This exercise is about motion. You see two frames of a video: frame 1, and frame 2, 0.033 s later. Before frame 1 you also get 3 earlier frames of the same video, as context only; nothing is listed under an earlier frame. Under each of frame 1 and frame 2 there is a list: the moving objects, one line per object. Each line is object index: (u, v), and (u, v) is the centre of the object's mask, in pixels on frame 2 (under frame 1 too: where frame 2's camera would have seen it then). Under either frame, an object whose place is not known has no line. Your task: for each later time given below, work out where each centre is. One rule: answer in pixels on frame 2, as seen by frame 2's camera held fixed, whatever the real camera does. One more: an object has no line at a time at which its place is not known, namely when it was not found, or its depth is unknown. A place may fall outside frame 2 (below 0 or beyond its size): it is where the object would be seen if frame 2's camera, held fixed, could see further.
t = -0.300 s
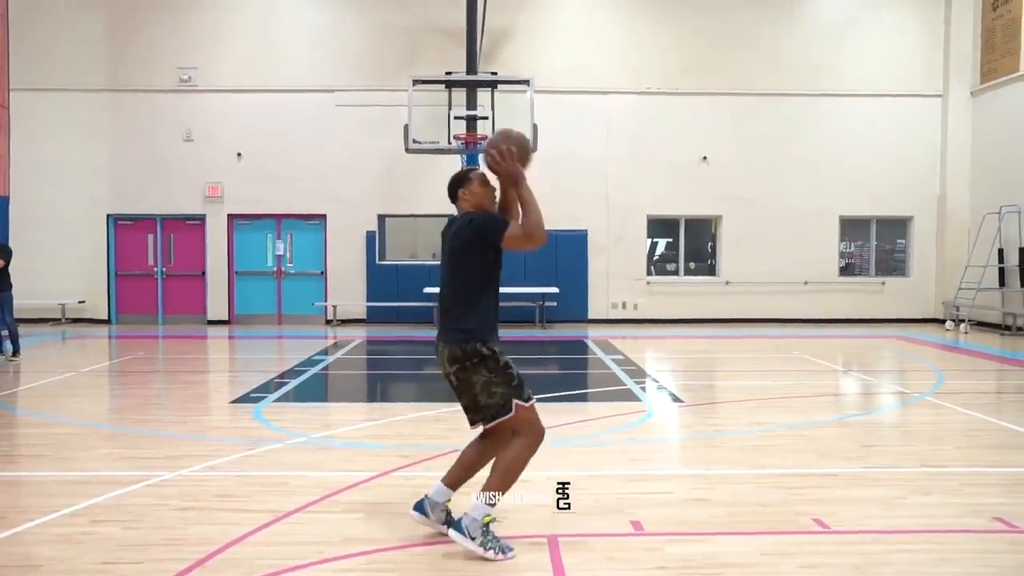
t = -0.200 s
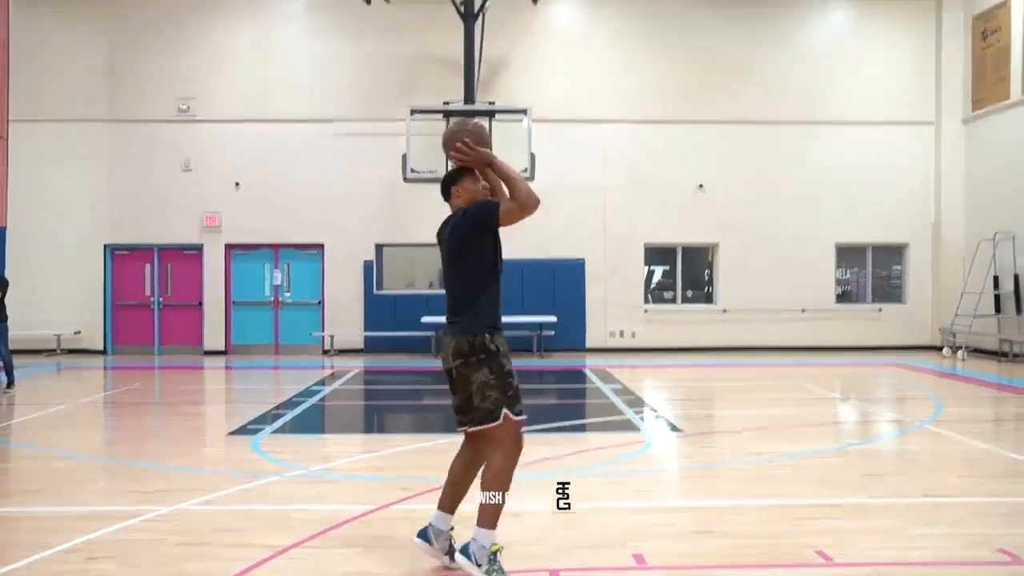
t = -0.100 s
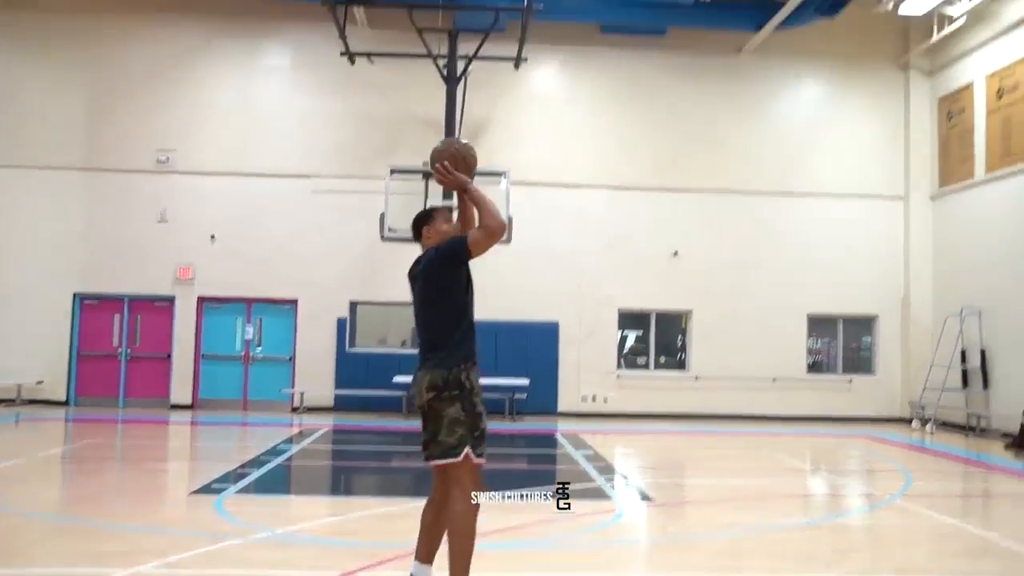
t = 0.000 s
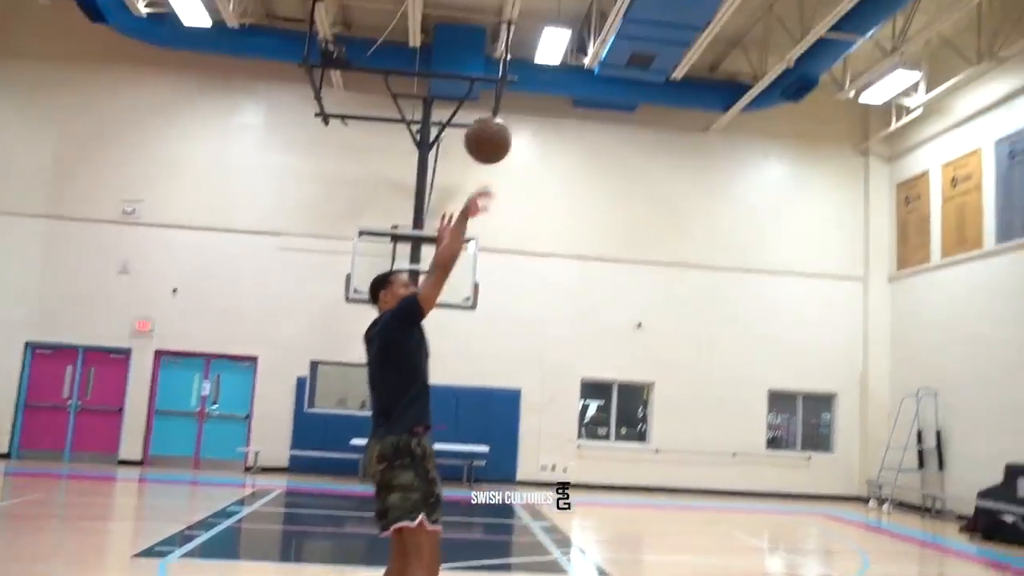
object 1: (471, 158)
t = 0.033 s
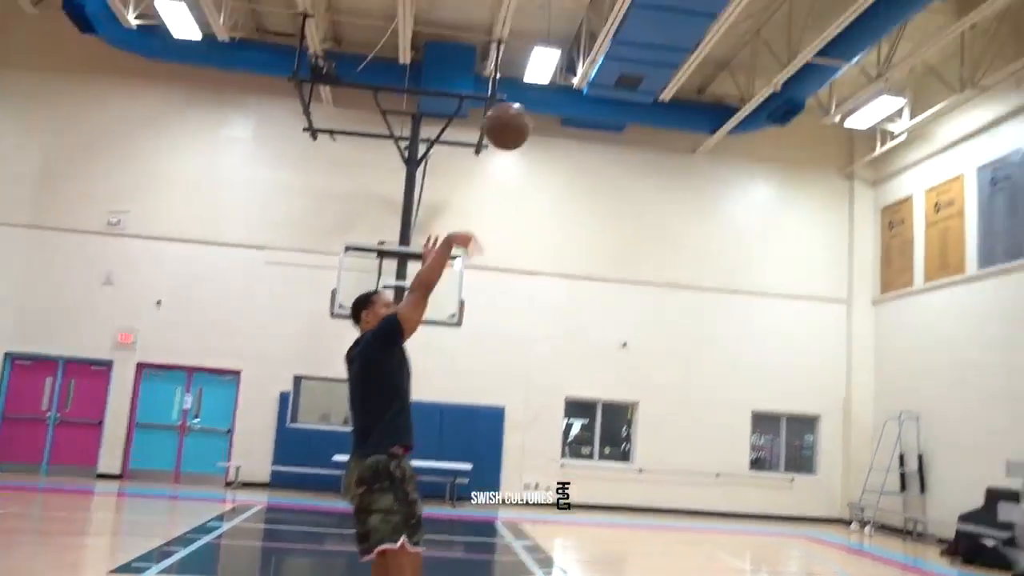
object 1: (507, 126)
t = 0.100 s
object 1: (573, 67)
